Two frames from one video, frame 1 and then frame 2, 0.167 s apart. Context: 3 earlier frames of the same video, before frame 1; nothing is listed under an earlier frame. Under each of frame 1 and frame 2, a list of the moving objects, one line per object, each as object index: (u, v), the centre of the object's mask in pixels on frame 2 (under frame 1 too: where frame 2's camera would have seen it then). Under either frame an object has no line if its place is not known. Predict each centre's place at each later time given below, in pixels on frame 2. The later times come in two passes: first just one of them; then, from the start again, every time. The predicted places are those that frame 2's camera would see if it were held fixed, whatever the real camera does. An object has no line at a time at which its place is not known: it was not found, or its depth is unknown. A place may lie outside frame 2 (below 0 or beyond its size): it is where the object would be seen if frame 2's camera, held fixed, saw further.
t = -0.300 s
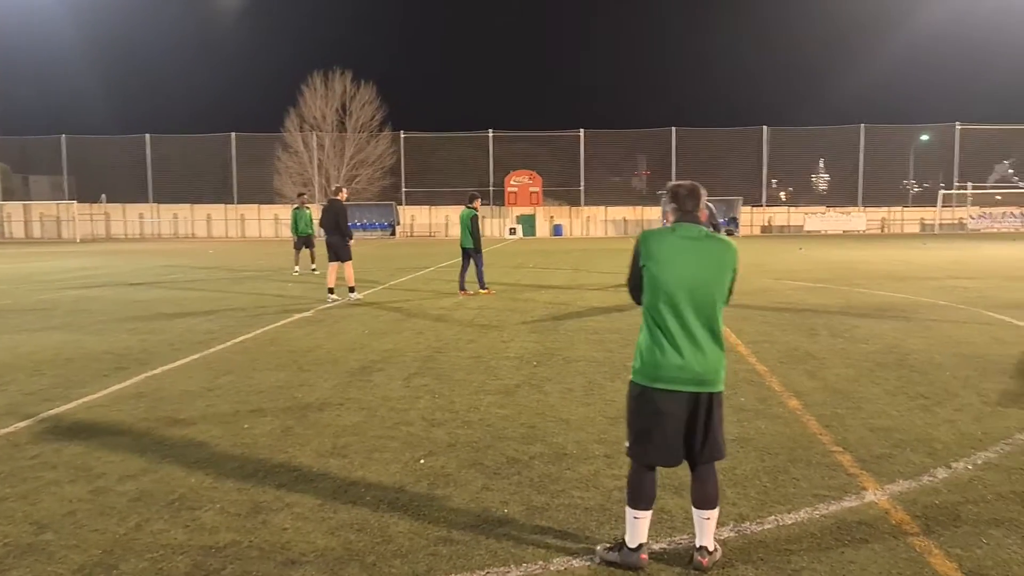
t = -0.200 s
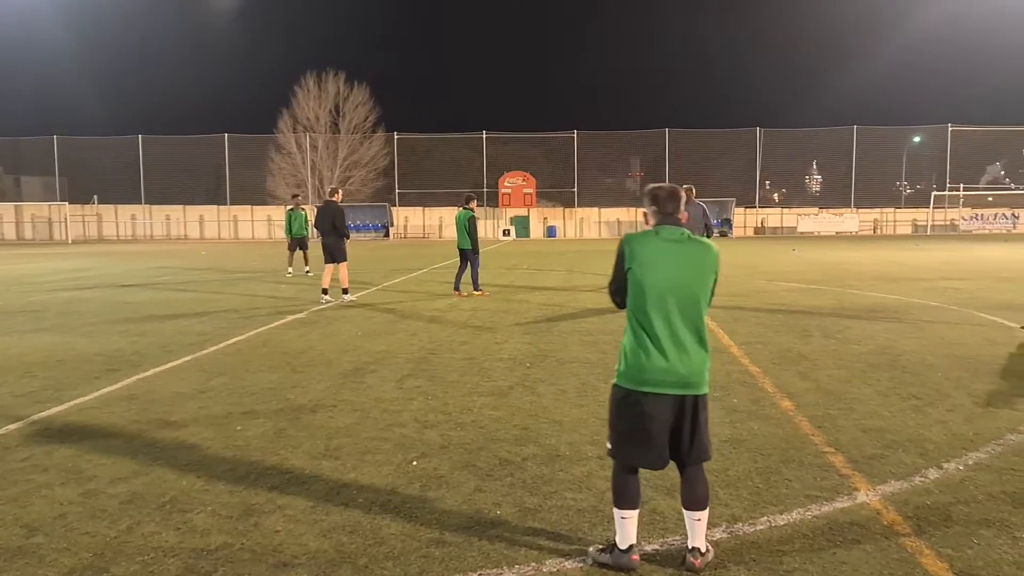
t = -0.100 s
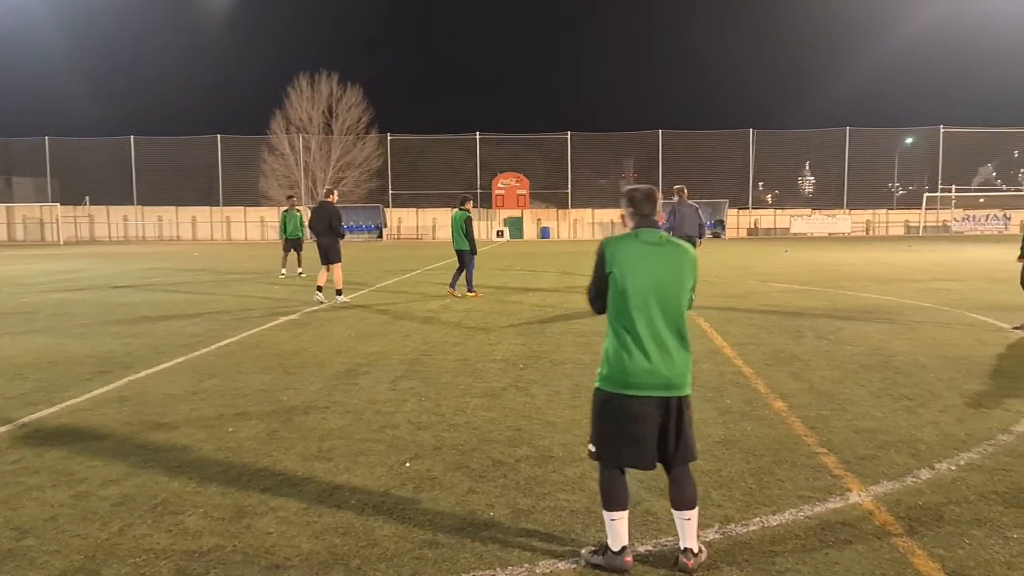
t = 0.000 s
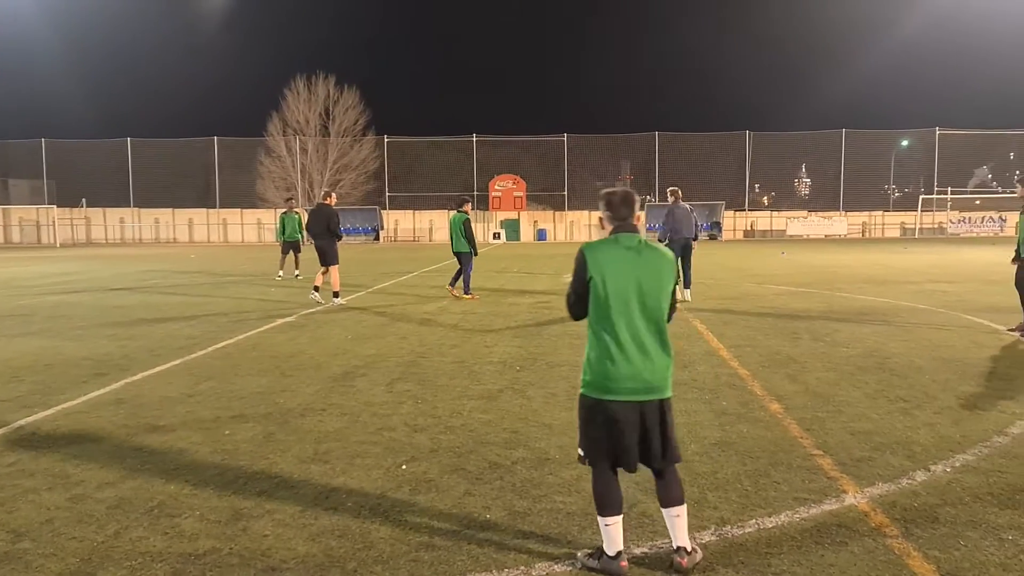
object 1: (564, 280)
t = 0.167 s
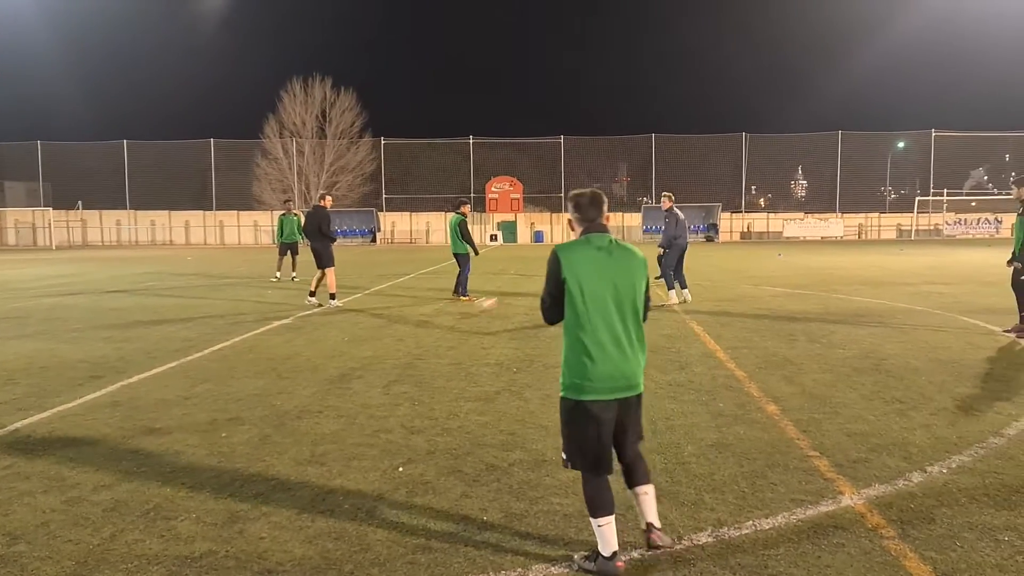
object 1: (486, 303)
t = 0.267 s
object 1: (431, 312)
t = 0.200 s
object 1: (467, 310)
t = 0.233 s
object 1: (449, 311)
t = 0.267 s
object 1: (431, 312)
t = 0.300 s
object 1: (410, 314)
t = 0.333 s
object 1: (390, 317)
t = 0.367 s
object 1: (367, 323)
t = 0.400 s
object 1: (344, 329)
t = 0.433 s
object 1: (319, 337)
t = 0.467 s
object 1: (292, 347)
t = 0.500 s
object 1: (266, 350)
